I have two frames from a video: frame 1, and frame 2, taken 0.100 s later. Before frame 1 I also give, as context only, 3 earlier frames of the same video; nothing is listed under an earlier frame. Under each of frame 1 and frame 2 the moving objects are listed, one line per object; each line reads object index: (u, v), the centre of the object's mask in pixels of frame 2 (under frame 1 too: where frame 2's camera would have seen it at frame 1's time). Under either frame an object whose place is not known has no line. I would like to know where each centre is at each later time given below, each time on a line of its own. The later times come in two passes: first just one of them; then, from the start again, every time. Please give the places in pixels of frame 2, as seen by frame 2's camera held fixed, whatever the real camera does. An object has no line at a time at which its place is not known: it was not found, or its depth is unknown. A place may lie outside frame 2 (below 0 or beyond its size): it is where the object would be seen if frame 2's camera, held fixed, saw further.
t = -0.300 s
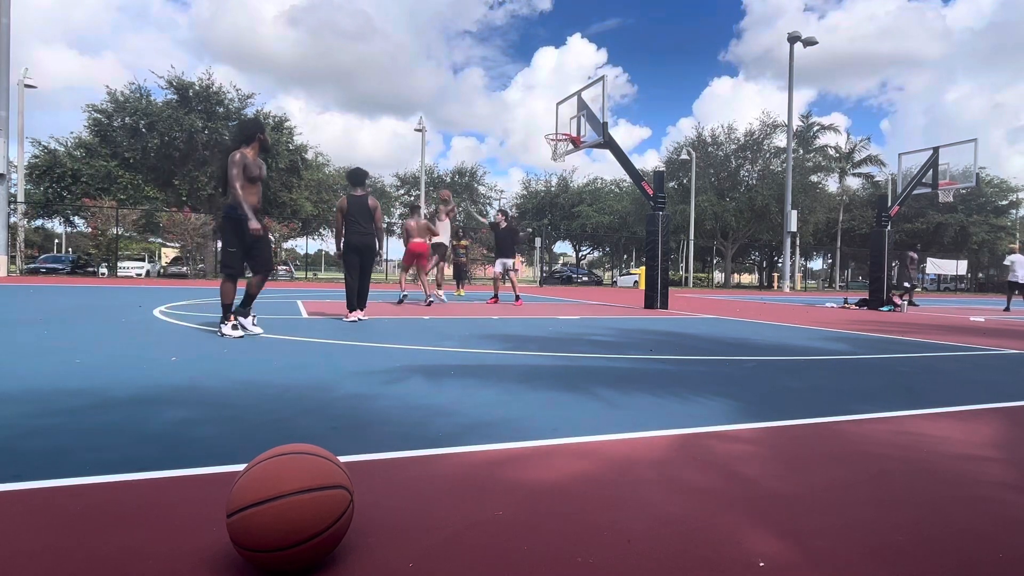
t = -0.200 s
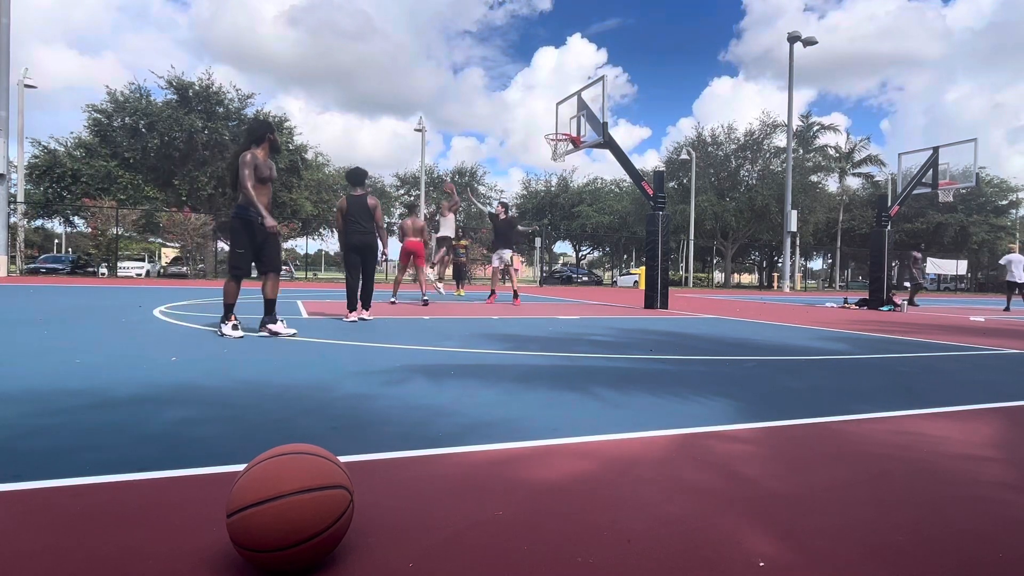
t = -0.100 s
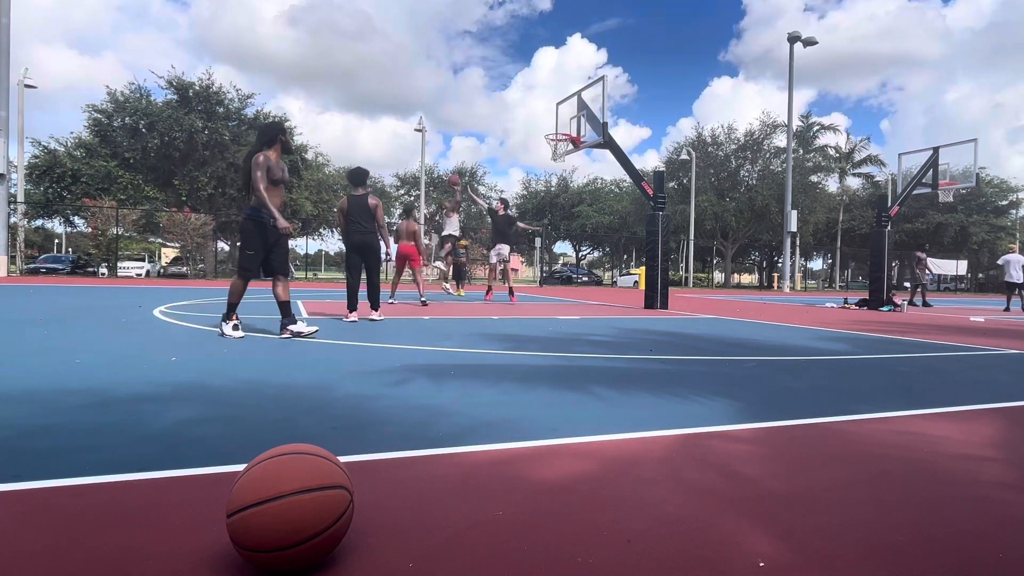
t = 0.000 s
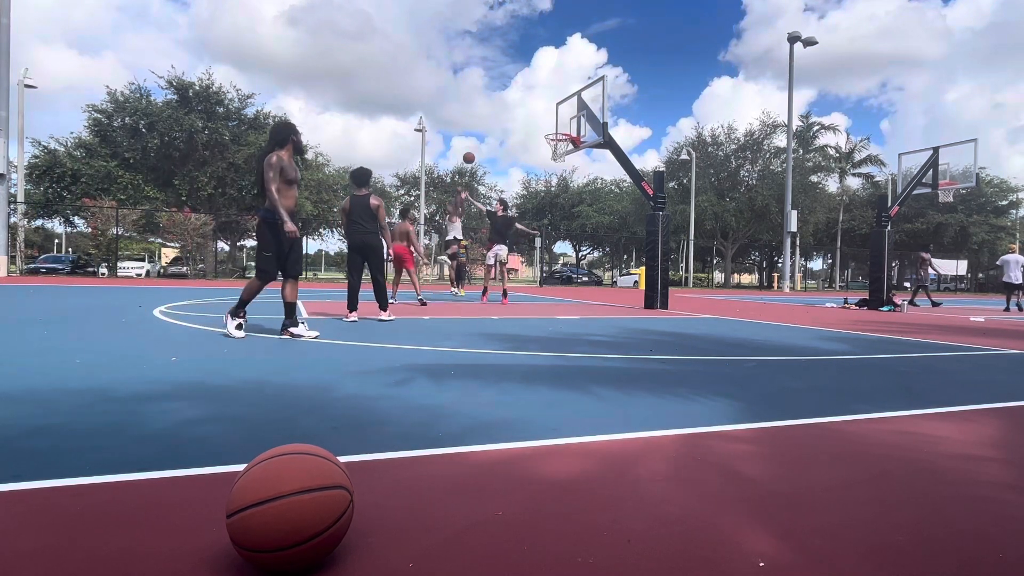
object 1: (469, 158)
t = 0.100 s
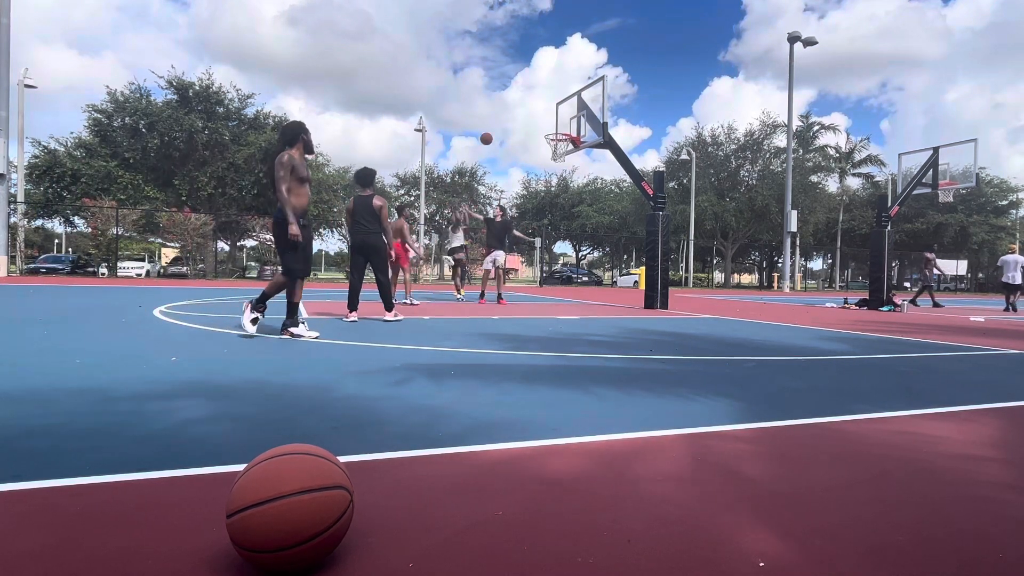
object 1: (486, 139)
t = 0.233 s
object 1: (510, 120)
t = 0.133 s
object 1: (492, 133)
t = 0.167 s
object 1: (498, 129)
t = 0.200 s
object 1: (504, 124)
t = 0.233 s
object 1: (510, 120)
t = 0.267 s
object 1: (515, 117)
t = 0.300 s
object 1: (521, 115)
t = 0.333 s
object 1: (527, 112)
